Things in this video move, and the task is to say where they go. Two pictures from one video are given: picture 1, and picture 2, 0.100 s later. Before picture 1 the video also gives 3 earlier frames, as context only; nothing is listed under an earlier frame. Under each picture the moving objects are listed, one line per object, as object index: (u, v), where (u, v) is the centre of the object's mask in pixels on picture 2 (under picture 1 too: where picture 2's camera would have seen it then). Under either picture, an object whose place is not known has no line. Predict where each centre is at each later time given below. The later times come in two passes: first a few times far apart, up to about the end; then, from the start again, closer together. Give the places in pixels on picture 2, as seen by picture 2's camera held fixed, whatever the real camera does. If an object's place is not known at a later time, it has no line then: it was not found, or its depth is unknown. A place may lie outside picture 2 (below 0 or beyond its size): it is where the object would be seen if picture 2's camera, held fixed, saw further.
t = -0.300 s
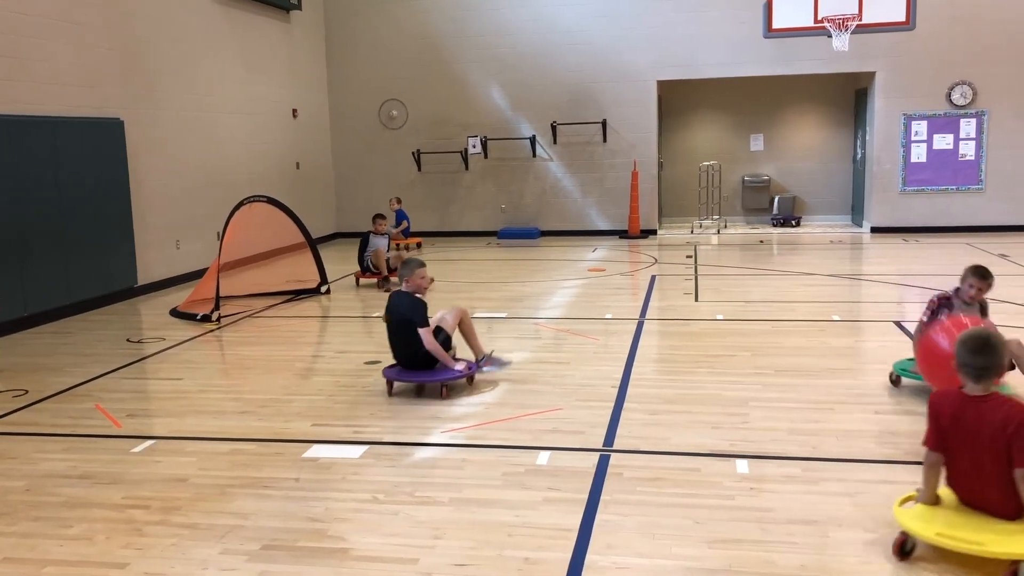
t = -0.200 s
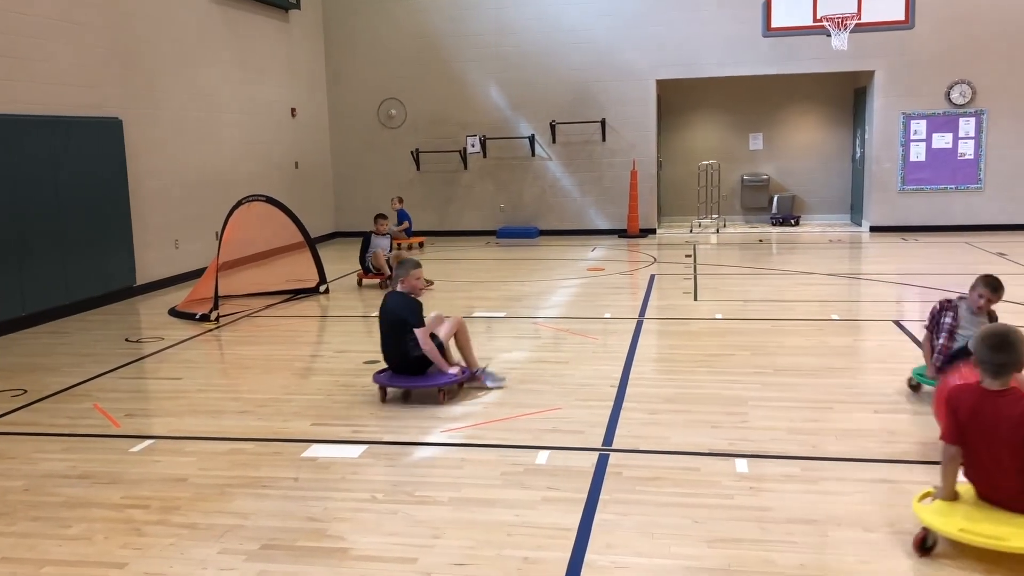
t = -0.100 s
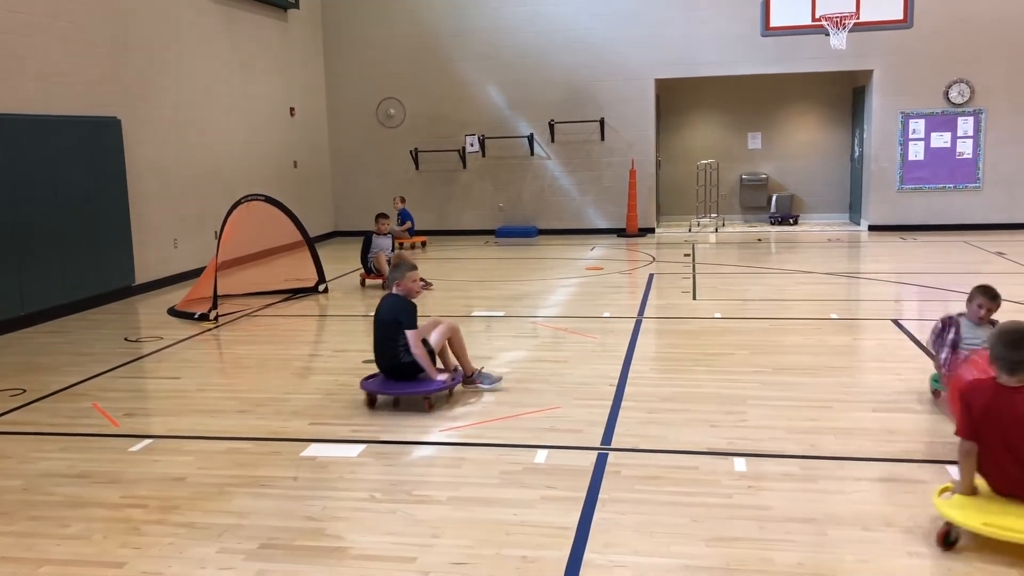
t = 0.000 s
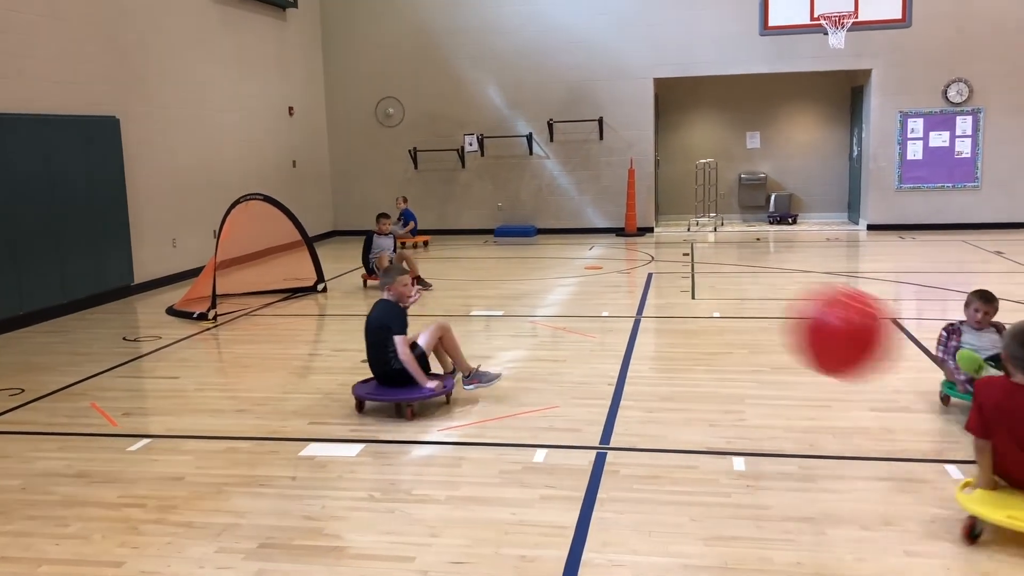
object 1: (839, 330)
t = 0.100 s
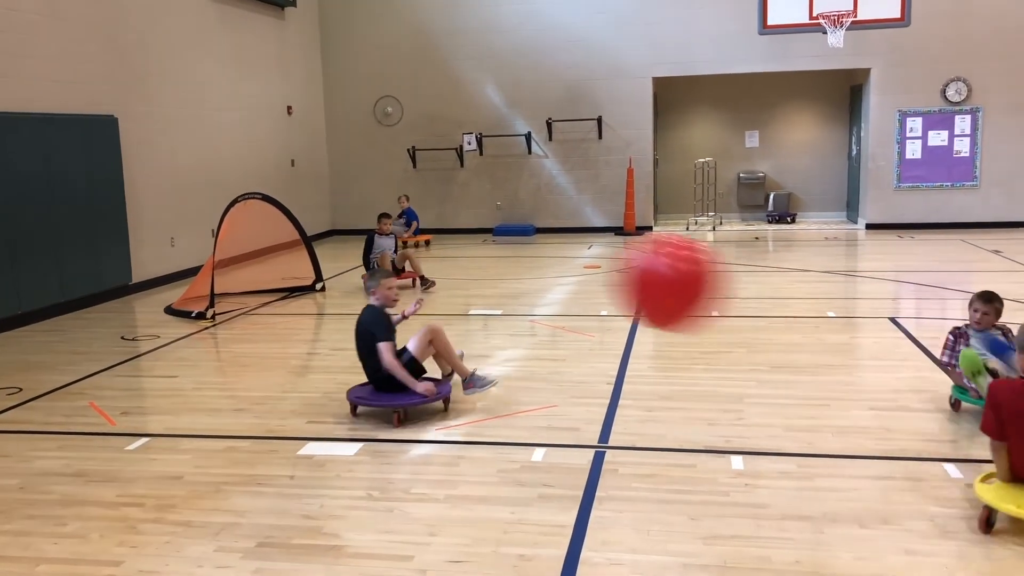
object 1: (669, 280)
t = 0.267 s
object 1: (376, 226)
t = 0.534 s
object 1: (17, 231)
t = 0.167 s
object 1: (549, 255)
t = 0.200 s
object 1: (494, 245)
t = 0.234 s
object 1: (438, 235)
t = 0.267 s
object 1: (376, 226)
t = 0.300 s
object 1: (320, 220)
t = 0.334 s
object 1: (261, 216)
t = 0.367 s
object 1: (207, 214)
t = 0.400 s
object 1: (151, 214)
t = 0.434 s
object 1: (102, 216)
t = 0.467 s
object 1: (61, 220)
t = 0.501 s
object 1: (38, 224)
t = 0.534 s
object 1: (17, 231)
